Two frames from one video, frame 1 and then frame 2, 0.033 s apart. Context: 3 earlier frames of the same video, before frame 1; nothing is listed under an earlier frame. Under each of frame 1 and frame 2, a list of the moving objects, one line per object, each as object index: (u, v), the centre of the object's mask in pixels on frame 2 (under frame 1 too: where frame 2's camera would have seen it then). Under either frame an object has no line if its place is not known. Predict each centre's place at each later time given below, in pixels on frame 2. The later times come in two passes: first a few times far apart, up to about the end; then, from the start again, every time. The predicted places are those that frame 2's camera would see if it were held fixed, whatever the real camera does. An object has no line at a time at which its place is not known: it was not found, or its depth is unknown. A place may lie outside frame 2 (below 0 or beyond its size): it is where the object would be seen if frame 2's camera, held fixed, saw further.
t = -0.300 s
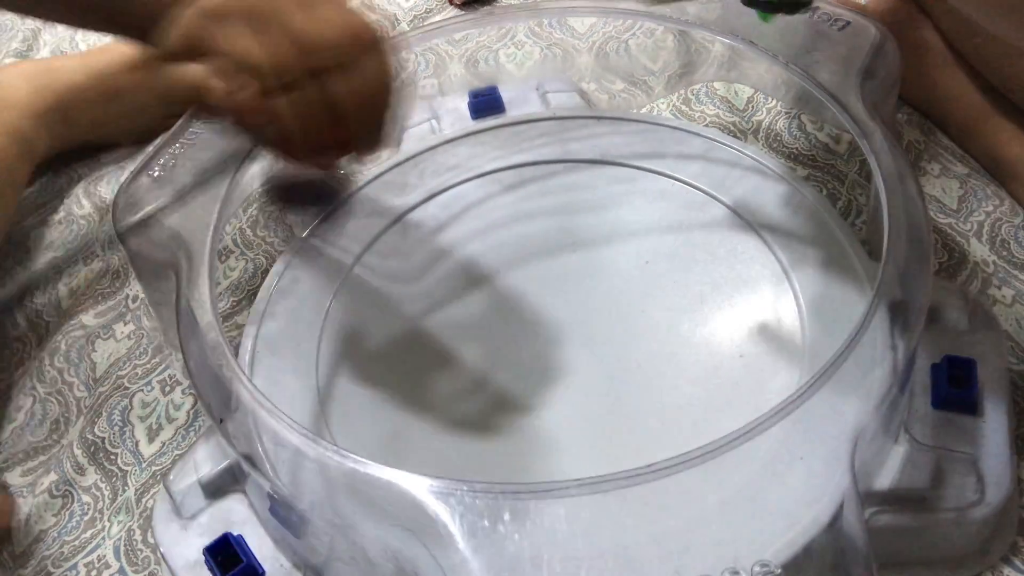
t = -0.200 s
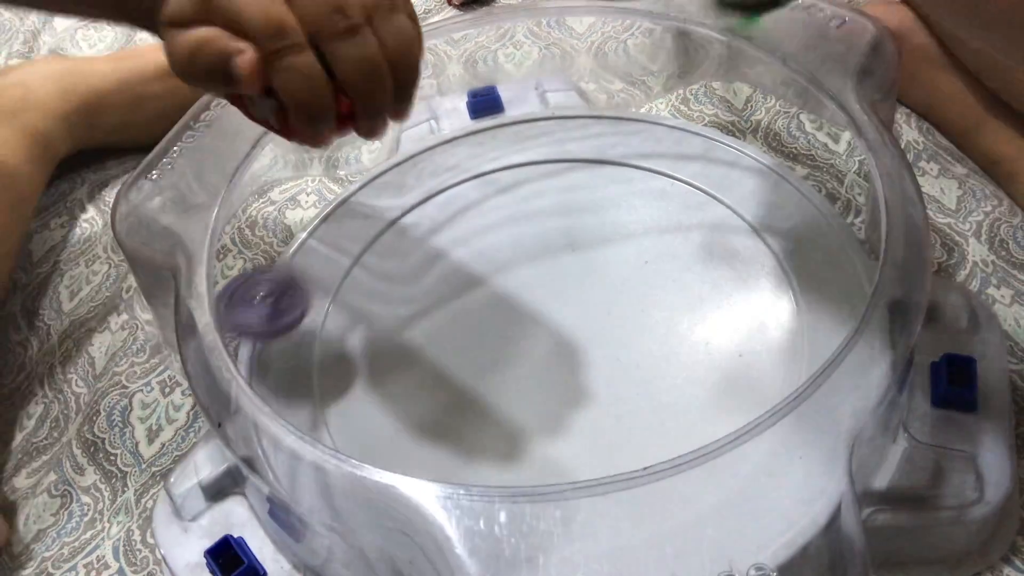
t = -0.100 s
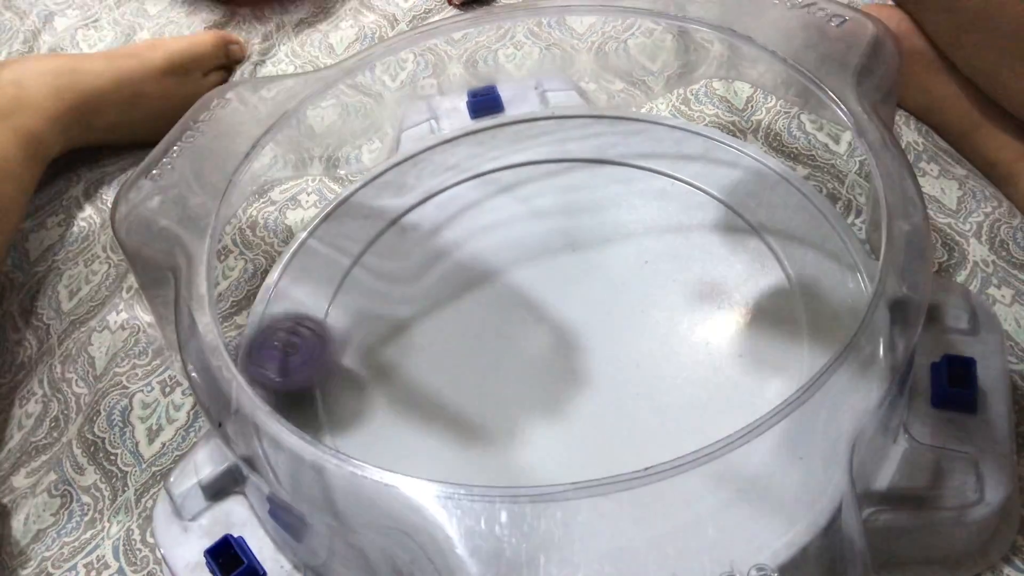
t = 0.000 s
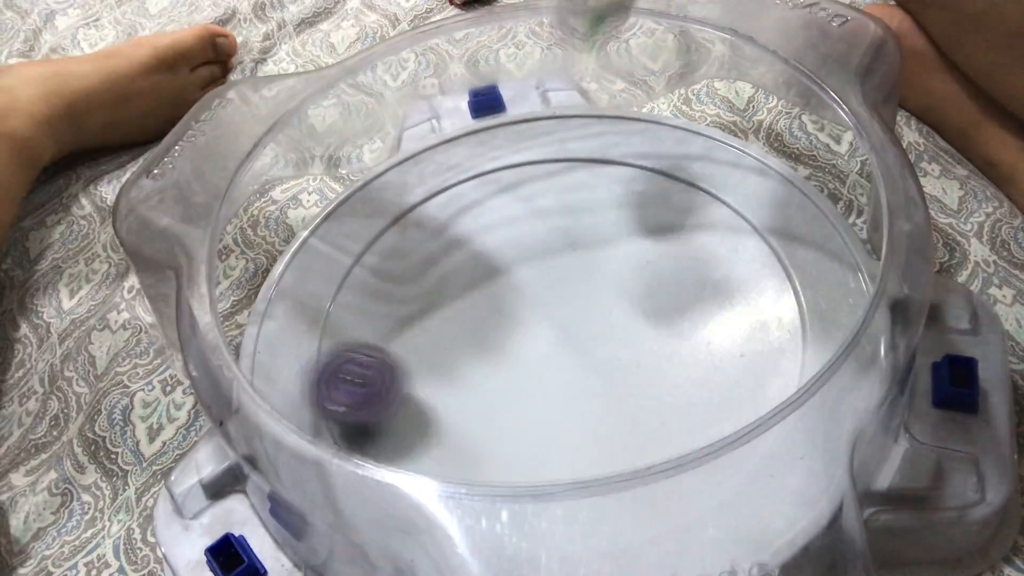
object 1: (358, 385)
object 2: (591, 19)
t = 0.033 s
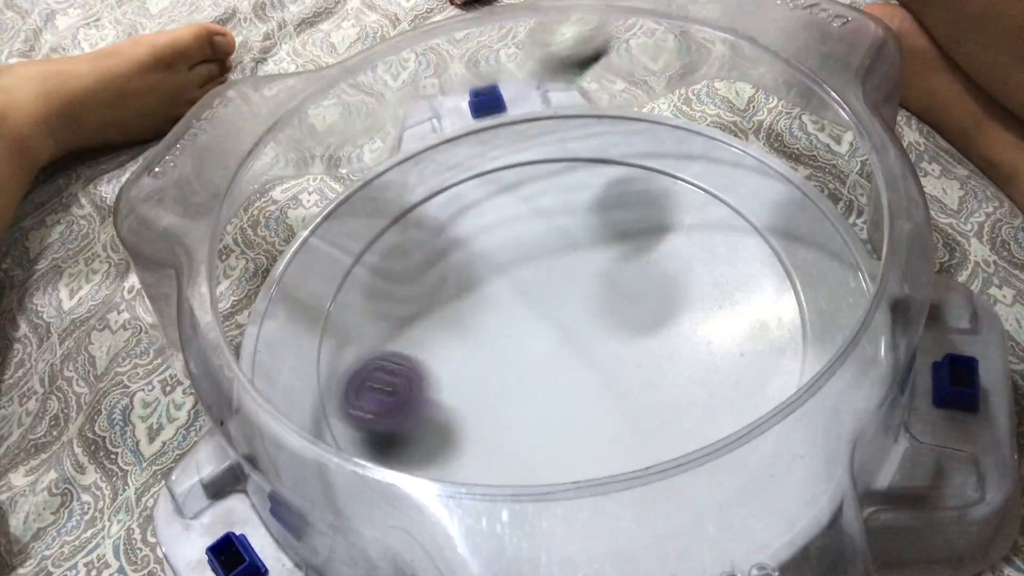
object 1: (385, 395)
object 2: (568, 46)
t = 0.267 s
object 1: (577, 364)
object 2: (382, 382)
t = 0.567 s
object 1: (592, 208)
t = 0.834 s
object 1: (487, 205)
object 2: (655, 395)
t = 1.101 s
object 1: (442, 310)
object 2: (524, 267)
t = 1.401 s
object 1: (607, 408)
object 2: (407, 290)
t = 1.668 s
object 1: (744, 283)
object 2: (456, 342)
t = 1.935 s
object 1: (631, 190)
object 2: (537, 326)
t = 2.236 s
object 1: (442, 305)
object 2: (578, 290)
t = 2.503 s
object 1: (508, 450)
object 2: (574, 282)
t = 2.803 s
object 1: (710, 396)
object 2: (579, 293)
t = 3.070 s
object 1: (663, 253)
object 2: (585, 304)
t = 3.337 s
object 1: (497, 234)
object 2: (584, 325)
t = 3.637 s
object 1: (382, 359)
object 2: (583, 334)
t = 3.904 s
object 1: (517, 435)
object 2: (573, 337)
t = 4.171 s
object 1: (666, 359)
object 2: (548, 332)
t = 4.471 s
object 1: (632, 238)
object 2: (515, 327)
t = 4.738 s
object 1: (522, 239)
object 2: (514, 326)
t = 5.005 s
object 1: (437, 301)
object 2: (527, 334)
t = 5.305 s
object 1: (494, 374)
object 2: (602, 321)
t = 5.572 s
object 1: (576, 358)
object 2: (625, 286)
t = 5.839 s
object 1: (607, 339)
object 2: (613, 255)
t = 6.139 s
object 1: (594, 329)
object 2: (585, 251)
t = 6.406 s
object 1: (562, 344)
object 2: (564, 265)
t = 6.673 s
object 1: (541, 362)
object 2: (557, 283)
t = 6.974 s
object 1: (515, 385)
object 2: (563, 287)
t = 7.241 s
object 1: (501, 359)
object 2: (577, 298)
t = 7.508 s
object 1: (494, 333)
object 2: (589, 305)
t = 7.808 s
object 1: (480, 296)
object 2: (587, 316)
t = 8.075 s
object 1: (475, 279)
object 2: (577, 329)
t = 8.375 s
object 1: (493, 281)
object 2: (568, 348)
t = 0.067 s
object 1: (415, 401)
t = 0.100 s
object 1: (447, 405)
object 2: (559, 248)
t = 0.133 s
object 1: (476, 403)
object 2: (493, 212)
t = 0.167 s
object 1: (504, 399)
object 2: (467, 242)
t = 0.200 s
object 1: (534, 391)
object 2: (440, 281)
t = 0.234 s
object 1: (557, 379)
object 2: (408, 337)
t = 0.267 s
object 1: (577, 364)
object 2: (382, 382)
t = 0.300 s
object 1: (594, 346)
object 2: (363, 419)
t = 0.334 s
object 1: (608, 328)
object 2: (361, 450)
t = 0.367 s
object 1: (616, 308)
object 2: (374, 482)
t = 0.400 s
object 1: (621, 289)
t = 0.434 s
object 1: (620, 270)
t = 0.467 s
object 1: (617, 252)
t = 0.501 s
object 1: (612, 236)
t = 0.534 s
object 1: (603, 221)
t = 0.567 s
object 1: (592, 208)
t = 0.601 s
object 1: (579, 199)
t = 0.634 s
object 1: (565, 194)
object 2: (570, 519)
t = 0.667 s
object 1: (551, 192)
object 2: (588, 505)
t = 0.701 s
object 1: (536, 192)
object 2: (600, 457)
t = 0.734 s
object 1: (523, 192)
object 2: (620, 445)
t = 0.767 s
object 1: (512, 196)
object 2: (637, 432)
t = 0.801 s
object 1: (499, 200)
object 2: (652, 417)
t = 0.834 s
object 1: (487, 205)
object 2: (655, 395)
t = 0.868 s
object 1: (476, 211)
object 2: (653, 374)
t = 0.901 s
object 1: (467, 219)
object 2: (646, 353)
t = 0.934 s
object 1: (459, 227)
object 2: (632, 334)
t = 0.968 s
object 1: (452, 240)
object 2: (614, 314)
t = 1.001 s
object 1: (444, 255)
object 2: (595, 300)
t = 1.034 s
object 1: (440, 273)
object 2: (572, 286)
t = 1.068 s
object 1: (440, 291)
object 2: (547, 276)
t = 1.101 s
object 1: (442, 310)
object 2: (524, 267)
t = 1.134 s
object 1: (437, 330)
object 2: (511, 257)
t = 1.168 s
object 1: (440, 352)
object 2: (498, 251)
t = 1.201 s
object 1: (450, 370)
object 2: (483, 248)
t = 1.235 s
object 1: (466, 384)
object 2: (470, 250)
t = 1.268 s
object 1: (489, 398)
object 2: (454, 254)
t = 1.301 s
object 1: (516, 407)
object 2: (439, 261)
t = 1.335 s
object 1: (546, 411)
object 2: (425, 271)
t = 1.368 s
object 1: (576, 411)
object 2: (415, 281)
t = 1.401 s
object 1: (607, 408)
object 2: (407, 290)
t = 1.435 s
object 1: (635, 401)
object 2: (405, 300)
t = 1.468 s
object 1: (663, 390)
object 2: (405, 309)
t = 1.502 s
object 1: (687, 378)
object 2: (410, 319)
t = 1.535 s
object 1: (709, 361)
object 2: (416, 325)
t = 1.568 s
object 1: (722, 342)
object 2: (424, 332)
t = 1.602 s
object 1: (734, 325)
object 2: (435, 337)
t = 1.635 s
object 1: (741, 302)
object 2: (445, 340)
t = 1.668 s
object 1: (744, 283)
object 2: (456, 342)
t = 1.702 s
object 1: (740, 262)
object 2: (467, 343)
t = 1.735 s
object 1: (733, 246)
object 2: (479, 343)
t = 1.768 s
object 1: (722, 232)
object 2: (489, 342)
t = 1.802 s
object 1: (706, 218)
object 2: (501, 341)
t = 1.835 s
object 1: (691, 207)
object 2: (511, 338)
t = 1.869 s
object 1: (672, 199)
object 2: (520, 335)
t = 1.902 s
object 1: (651, 193)
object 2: (529, 331)
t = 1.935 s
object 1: (631, 190)
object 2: (537, 326)
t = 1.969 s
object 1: (610, 189)
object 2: (542, 321)
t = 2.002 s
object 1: (585, 192)
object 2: (549, 316)
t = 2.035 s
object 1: (562, 198)
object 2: (554, 310)
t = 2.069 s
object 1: (536, 211)
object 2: (560, 306)
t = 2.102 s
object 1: (512, 227)
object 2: (564, 302)
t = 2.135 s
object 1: (493, 242)
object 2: (568, 299)
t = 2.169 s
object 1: (472, 263)
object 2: (572, 296)
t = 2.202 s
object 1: (454, 283)
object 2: (576, 293)
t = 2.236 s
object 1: (442, 305)
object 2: (578, 290)
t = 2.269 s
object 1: (435, 327)
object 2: (578, 288)
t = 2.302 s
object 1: (432, 351)
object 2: (579, 286)
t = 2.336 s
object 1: (433, 375)
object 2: (578, 284)
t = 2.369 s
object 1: (439, 396)
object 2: (577, 283)
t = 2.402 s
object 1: (450, 414)
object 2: (576, 282)
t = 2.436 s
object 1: (464, 431)
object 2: (575, 281)
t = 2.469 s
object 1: (484, 443)
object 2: (574, 281)
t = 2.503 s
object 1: (508, 450)
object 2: (574, 282)
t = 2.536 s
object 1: (533, 454)
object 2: (573, 282)
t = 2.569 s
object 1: (559, 454)
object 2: (574, 283)
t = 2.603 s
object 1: (586, 452)
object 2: (574, 284)
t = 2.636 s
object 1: (612, 447)
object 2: (574, 285)
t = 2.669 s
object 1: (636, 440)
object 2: (575, 287)
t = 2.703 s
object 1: (659, 431)
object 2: (575, 289)
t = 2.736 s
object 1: (677, 421)
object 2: (577, 291)
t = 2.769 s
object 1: (696, 408)
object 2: (578, 292)
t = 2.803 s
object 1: (710, 396)
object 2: (579, 293)
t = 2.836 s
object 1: (721, 380)
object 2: (581, 294)
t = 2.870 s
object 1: (725, 359)
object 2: (582, 296)
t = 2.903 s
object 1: (724, 338)
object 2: (584, 297)
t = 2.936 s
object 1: (718, 316)
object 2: (585, 298)
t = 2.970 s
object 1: (709, 298)
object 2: (586, 299)
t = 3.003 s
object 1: (696, 282)
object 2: (588, 300)
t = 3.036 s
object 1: (678, 266)
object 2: (588, 301)
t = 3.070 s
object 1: (663, 253)
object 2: (585, 304)
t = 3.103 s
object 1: (647, 242)
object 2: (583, 307)
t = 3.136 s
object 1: (626, 230)
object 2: (582, 310)
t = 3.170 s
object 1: (606, 225)
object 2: (582, 313)
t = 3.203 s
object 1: (585, 219)
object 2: (582, 316)
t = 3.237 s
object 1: (563, 219)
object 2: (583, 318)
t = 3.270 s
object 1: (541, 222)
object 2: (583, 321)
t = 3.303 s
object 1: (518, 227)
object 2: (584, 323)
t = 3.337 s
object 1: (497, 234)
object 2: (584, 325)
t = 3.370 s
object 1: (474, 242)
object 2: (584, 327)
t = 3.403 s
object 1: (453, 251)
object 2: (585, 328)
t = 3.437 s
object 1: (435, 262)
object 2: (585, 329)
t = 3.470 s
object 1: (417, 276)
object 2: (585, 330)
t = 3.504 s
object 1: (402, 291)
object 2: (585, 331)
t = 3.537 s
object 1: (391, 306)
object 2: (585, 332)
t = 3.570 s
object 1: (384, 323)
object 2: (585, 333)
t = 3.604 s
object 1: (380, 341)
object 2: (585, 334)
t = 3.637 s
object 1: (382, 359)
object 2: (583, 334)
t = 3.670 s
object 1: (388, 375)
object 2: (583, 335)
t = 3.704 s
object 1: (398, 391)
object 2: (581, 335)
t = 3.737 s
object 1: (412, 406)
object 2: (580, 336)
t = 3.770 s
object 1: (430, 416)
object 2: (579, 336)
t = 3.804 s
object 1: (449, 425)
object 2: (577, 336)
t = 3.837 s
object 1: (472, 432)
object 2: (576, 337)
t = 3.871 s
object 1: (495, 435)
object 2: (574, 337)
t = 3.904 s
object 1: (517, 435)
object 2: (573, 337)
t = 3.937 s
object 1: (540, 432)
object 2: (571, 337)
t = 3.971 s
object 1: (566, 424)
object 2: (569, 338)
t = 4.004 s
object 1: (587, 417)
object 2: (567, 338)
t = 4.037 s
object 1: (605, 409)
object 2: (565, 336)
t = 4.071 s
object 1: (624, 399)
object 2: (562, 334)
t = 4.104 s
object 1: (641, 387)
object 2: (558, 333)
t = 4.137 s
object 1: (656, 373)
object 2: (553, 333)
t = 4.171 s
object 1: (666, 359)
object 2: (548, 332)
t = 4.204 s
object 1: (673, 344)
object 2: (543, 331)
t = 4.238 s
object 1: (677, 327)
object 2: (537, 330)
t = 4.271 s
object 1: (678, 311)
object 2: (533, 330)
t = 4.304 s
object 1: (677, 297)
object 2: (528, 329)
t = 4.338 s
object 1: (673, 283)
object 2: (524, 328)
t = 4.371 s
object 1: (664, 269)
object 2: (521, 328)
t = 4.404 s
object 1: (655, 257)
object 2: (519, 327)
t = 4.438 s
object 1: (645, 247)
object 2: (517, 327)
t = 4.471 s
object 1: (632, 238)
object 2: (515, 327)
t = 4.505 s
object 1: (619, 232)
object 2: (514, 327)
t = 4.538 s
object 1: (605, 227)
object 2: (513, 327)
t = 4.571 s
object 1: (591, 224)
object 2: (513, 327)
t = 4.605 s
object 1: (576, 222)
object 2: (513, 327)
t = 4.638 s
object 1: (562, 223)
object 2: (512, 327)
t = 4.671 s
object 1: (548, 227)
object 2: (512, 326)
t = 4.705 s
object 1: (535, 232)
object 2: (513, 326)
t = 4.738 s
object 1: (522, 239)
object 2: (514, 326)
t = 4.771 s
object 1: (510, 246)
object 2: (514, 325)
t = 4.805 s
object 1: (498, 252)
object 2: (515, 326)
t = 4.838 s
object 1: (485, 255)
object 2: (517, 330)
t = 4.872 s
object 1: (471, 260)
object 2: (519, 334)
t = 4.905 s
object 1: (458, 266)
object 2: (521, 335)
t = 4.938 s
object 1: (447, 276)
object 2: (523, 336)
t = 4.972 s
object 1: (440, 288)
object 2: (525, 335)
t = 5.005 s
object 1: (437, 301)
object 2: (527, 334)
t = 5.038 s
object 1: (438, 314)
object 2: (530, 333)
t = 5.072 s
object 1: (433, 324)
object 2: (542, 334)
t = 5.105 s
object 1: (430, 334)
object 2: (554, 334)
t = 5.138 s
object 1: (433, 342)
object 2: (564, 333)
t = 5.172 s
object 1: (442, 353)
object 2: (572, 332)
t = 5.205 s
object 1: (453, 361)
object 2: (580, 330)
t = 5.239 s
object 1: (465, 367)
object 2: (588, 328)
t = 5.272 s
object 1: (479, 371)
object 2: (595, 325)
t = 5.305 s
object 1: (494, 374)
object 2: (602, 321)
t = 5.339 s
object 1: (508, 374)
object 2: (607, 318)
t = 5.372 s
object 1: (522, 373)
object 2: (611, 314)
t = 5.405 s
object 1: (535, 371)
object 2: (614, 310)
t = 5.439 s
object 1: (546, 368)
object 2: (616, 306)
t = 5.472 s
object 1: (555, 366)
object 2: (620, 301)
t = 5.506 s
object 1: (561, 365)
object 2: (623, 295)
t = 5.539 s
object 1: (568, 362)
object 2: (625, 290)
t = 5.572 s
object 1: (576, 358)
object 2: (625, 286)
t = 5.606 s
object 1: (581, 356)
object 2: (626, 281)
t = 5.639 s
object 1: (587, 354)
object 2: (626, 276)
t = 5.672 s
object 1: (592, 351)
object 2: (625, 273)
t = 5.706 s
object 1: (597, 348)
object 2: (623, 269)
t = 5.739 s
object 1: (600, 348)
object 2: (621, 263)
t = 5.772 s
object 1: (603, 346)
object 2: (619, 259)
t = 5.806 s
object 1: (605, 343)
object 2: (617, 256)
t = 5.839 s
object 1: (607, 339)
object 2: (613, 255)
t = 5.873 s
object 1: (607, 334)
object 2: (610, 254)
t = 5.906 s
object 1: (607, 331)
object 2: (607, 254)
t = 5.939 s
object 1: (606, 330)
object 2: (605, 252)
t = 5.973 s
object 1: (606, 328)
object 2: (602, 251)
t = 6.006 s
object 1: (604, 328)
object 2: (599, 248)
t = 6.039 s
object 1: (602, 330)
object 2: (596, 247)
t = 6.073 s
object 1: (599, 329)
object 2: (593, 247)
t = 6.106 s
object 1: (597, 329)
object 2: (589, 249)
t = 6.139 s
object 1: (594, 329)
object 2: (585, 251)
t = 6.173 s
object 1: (590, 334)
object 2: (582, 249)
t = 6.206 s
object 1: (587, 337)
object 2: (580, 249)
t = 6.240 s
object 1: (583, 339)
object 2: (577, 251)
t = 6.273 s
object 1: (580, 340)
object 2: (574, 253)
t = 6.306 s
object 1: (576, 341)
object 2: (571, 256)
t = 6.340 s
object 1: (571, 342)
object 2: (568, 259)
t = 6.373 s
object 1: (567, 342)
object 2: (566, 262)
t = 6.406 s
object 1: (562, 344)
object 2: (564, 265)
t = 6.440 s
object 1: (557, 350)
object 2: (563, 264)
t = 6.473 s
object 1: (553, 357)
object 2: (563, 263)
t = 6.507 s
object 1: (549, 361)
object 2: (562, 265)
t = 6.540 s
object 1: (547, 364)
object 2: (561, 268)
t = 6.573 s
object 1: (545, 365)
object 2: (560, 272)
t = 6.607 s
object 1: (544, 364)
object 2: (559, 275)
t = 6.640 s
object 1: (542, 363)
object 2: (558, 278)
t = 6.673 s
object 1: (541, 362)
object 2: (557, 283)
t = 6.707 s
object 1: (537, 367)
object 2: (558, 280)
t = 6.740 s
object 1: (533, 374)
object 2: (561, 277)
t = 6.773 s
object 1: (530, 380)
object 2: (562, 276)
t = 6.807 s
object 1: (529, 383)
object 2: (562, 277)
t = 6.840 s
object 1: (526, 384)
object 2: (562, 279)
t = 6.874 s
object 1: (524, 386)
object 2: (562, 280)
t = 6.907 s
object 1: (521, 386)
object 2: (561, 282)
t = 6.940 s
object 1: (518, 385)
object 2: (562, 284)
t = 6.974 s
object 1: (515, 385)
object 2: (563, 287)
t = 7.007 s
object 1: (512, 383)
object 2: (563, 288)
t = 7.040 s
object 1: (510, 380)
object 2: (564, 291)
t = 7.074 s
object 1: (508, 377)
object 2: (565, 293)
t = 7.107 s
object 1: (506, 372)
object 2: (566, 295)
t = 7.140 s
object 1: (506, 367)
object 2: (567, 297)
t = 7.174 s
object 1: (505, 362)
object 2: (568, 299)
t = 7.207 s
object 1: (502, 360)
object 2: (573, 298)
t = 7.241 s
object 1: (501, 359)
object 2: (577, 298)
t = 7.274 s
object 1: (500, 356)
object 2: (580, 298)
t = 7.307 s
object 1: (501, 353)
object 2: (582, 299)
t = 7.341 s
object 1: (500, 349)
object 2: (583, 300)
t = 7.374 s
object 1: (500, 346)
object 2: (584, 301)
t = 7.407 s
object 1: (499, 342)
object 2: (586, 303)
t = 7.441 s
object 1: (497, 339)
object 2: (588, 303)
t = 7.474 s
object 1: (495, 336)
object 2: (589, 304)
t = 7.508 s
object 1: (494, 333)
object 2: (589, 305)
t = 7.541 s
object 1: (493, 329)
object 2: (590, 306)
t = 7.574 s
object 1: (492, 326)
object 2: (590, 307)
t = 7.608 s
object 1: (491, 321)
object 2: (590, 308)
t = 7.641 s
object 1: (490, 317)
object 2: (590, 309)
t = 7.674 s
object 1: (488, 313)
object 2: (590, 310)
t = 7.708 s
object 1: (487, 309)
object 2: (590, 312)
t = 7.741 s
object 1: (485, 304)
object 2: (589, 313)
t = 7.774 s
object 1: (482, 300)
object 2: (588, 315)
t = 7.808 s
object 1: (480, 296)
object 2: (587, 316)
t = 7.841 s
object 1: (478, 293)
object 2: (587, 318)
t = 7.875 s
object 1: (476, 290)
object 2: (586, 319)
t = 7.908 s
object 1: (475, 287)
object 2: (584, 321)
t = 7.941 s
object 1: (475, 285)
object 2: (583, 323)
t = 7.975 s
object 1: (474, 282)
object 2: (581, 324)
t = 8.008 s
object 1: (474, 281)
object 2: (579, 326)
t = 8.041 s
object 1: (474, 279)
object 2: (578, 328)
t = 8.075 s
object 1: (475, 279)
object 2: (577, 329)
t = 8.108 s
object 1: (476, 278)
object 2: (575, 331)
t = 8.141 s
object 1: (476, 278)
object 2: (573, 332)
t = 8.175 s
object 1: (478, 278)
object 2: (571, 333)
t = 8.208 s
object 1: (480, 279)
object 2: (569, 334)
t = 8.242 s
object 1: (483, 280)
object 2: (567, 336)
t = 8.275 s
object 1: (487, 282)
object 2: (565, 336)
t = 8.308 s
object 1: (491, 285)
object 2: (562, 337)
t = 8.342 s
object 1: (495, 287)
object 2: (561, 339)
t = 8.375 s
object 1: (493, 281)
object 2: (568, 348)
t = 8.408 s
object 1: (492, 279)
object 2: (571, 353)
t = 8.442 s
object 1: (491, 278)
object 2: (572, 355)
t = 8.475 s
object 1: (492, 279)
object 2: (573, 356)
